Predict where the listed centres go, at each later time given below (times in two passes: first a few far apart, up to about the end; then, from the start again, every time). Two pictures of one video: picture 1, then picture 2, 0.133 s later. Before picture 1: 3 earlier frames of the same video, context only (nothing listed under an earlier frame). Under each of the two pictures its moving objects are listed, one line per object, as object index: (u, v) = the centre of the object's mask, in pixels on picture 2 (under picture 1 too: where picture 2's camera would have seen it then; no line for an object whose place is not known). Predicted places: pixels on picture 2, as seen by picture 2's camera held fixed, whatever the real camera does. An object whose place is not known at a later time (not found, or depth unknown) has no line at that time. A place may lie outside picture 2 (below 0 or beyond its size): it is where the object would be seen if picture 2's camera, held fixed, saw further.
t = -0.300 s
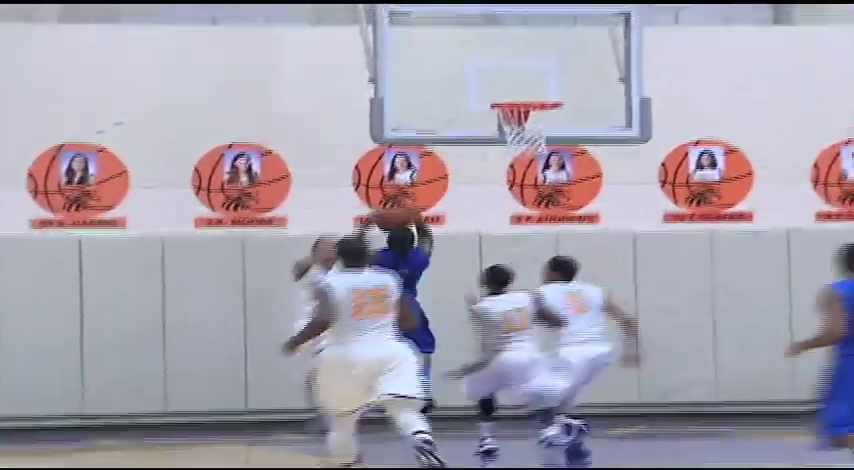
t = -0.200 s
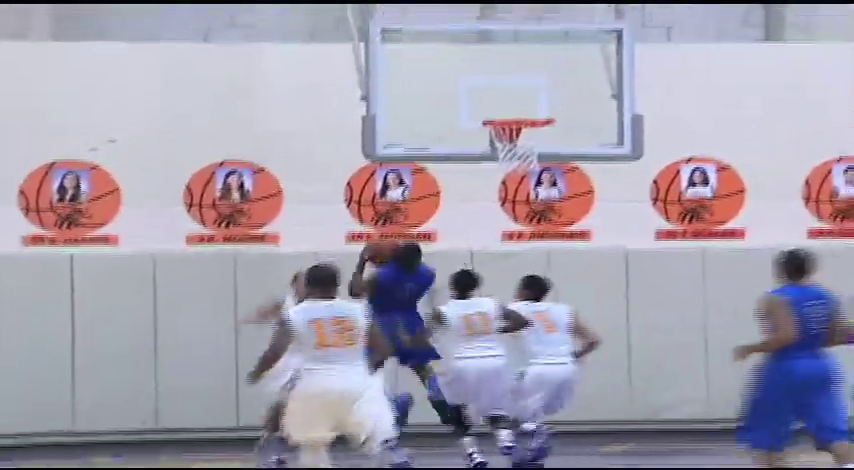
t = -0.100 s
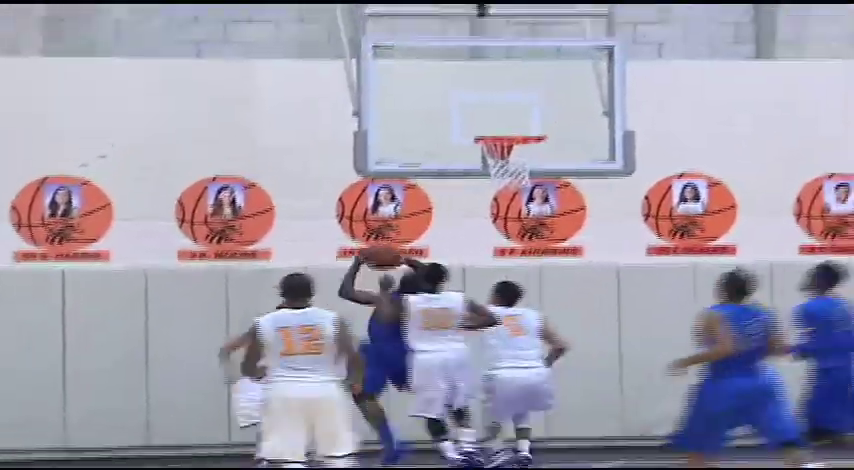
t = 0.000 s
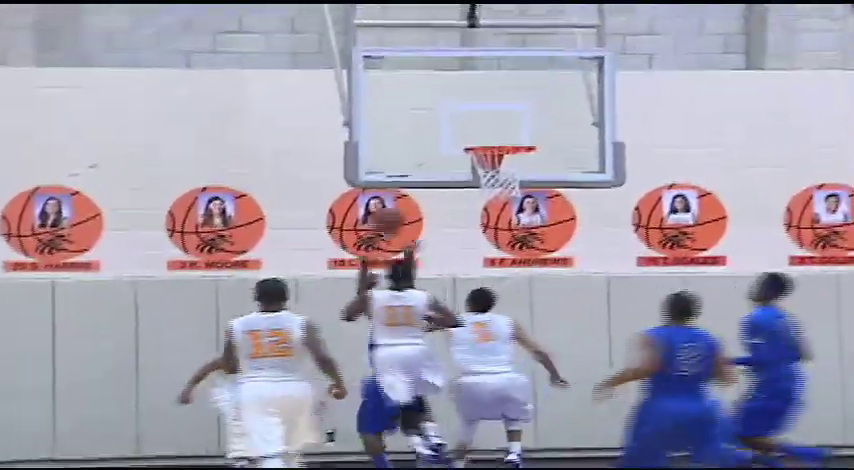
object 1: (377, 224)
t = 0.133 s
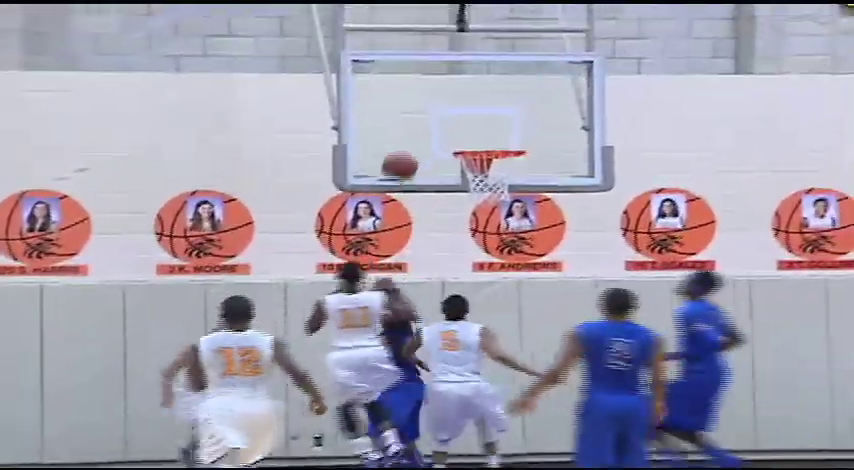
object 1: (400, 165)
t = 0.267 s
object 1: (424, 129)
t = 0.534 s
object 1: (468, 112)
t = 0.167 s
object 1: (406, 154)
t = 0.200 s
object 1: (412, 145)
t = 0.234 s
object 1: (418, 136)
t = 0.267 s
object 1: (424, 129)
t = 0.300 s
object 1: (430, 123)
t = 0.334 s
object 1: (436, 118)
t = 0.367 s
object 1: (442, 114)
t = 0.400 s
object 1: (448, 112)
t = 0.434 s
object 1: (454, 110)
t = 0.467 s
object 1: (459, 110)
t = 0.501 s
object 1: (464, 110)
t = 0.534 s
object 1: (468, 112)
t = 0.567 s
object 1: (472, 115)
